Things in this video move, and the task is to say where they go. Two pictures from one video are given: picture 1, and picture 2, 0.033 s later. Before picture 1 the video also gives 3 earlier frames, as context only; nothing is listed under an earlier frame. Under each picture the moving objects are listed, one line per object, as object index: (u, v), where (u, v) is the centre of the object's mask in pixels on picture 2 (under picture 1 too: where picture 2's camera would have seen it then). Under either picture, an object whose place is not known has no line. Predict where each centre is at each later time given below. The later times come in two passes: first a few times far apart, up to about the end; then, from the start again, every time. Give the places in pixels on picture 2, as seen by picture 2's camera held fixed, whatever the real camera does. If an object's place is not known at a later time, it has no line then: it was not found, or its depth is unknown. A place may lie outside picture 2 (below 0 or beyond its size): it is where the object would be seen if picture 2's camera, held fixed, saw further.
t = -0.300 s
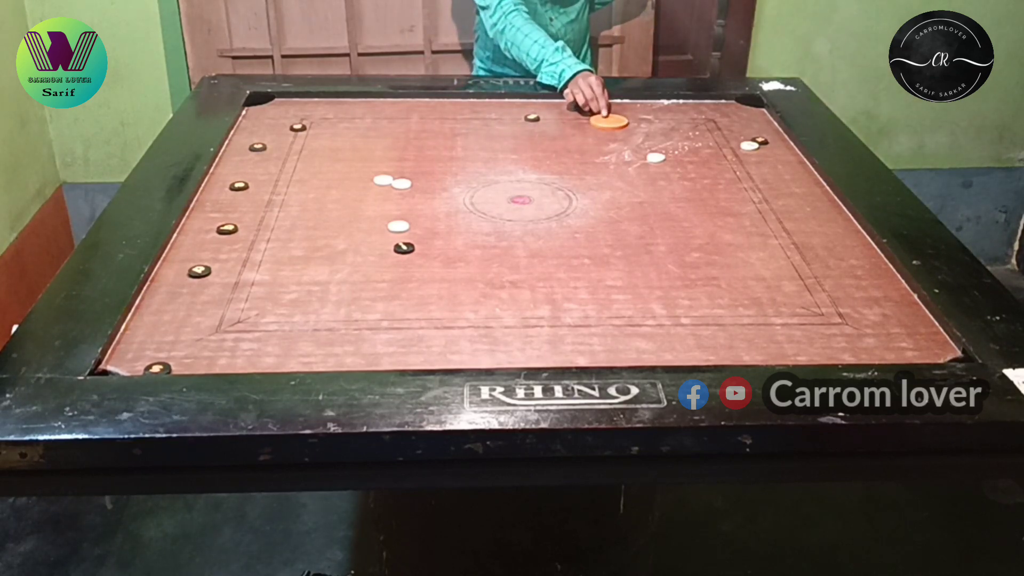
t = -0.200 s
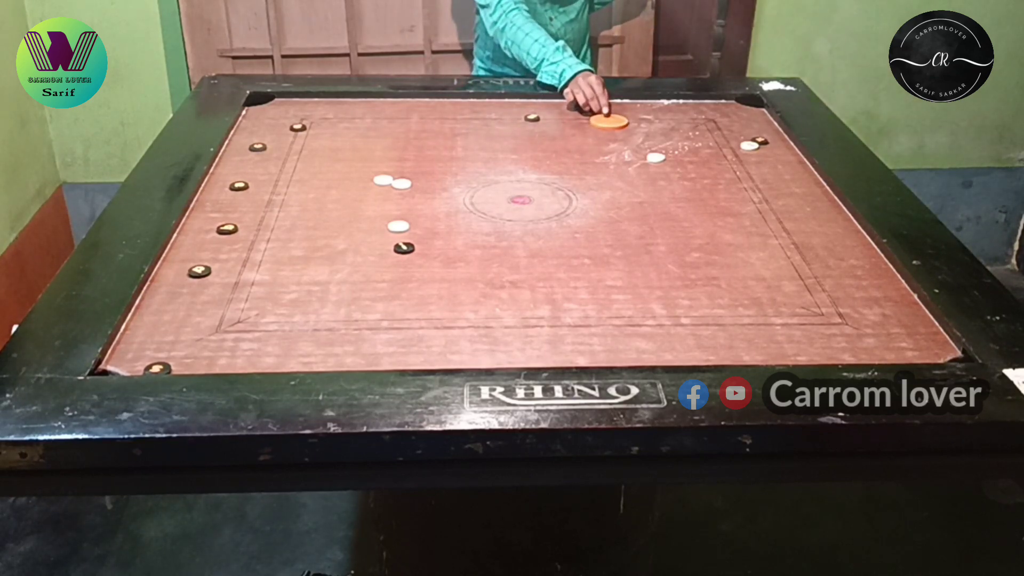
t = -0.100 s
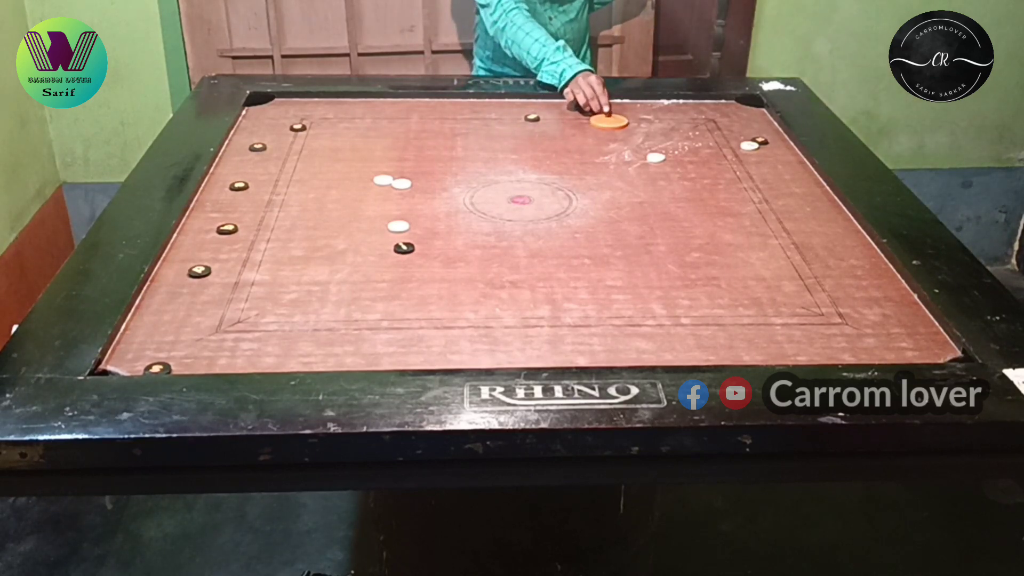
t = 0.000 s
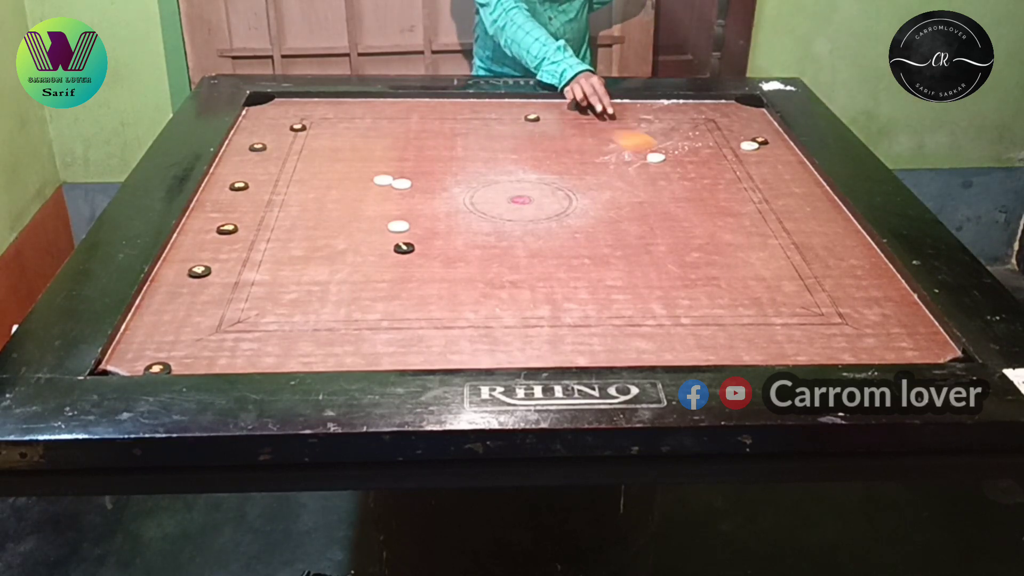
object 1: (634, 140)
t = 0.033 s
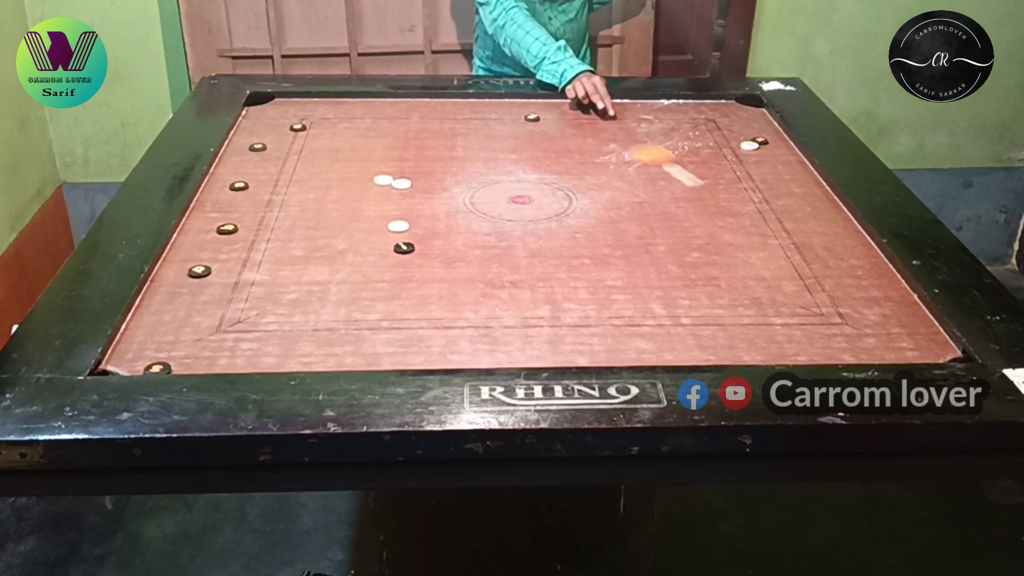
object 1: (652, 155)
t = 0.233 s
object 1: (773, 249)
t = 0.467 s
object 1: (893, 310)
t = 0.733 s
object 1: (797, 209)
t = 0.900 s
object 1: (756, 170)
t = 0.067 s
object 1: (669, 169)
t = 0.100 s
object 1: (689, 182)
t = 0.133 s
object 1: (708, 198)
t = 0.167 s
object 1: (727, 214)
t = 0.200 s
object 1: (748, 230)
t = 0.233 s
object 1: (773, 249)
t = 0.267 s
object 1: (798, 269)
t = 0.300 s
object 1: (825, 290)
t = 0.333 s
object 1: (854, 313)
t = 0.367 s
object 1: (886, 337)
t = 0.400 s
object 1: (905, 346)
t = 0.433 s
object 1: (899, 329)
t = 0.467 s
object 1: (893, 310)
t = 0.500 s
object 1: (886, 292)
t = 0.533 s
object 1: (872, 277)
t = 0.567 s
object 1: (857, 263)
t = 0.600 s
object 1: (843, 251)
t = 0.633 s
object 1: (829, 239)
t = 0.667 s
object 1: (818, 229)
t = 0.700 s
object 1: (806, 219)
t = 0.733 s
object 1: (797, 209)
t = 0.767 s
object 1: (787, 200)
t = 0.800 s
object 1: (779, 192)
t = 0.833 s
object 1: (771, 184)
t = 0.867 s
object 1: (763, 176)
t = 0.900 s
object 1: (756, 170)
